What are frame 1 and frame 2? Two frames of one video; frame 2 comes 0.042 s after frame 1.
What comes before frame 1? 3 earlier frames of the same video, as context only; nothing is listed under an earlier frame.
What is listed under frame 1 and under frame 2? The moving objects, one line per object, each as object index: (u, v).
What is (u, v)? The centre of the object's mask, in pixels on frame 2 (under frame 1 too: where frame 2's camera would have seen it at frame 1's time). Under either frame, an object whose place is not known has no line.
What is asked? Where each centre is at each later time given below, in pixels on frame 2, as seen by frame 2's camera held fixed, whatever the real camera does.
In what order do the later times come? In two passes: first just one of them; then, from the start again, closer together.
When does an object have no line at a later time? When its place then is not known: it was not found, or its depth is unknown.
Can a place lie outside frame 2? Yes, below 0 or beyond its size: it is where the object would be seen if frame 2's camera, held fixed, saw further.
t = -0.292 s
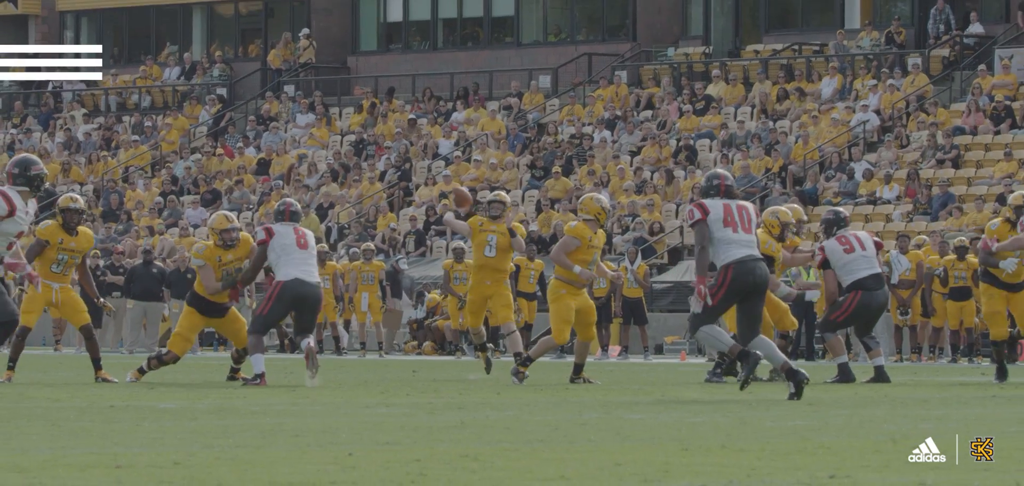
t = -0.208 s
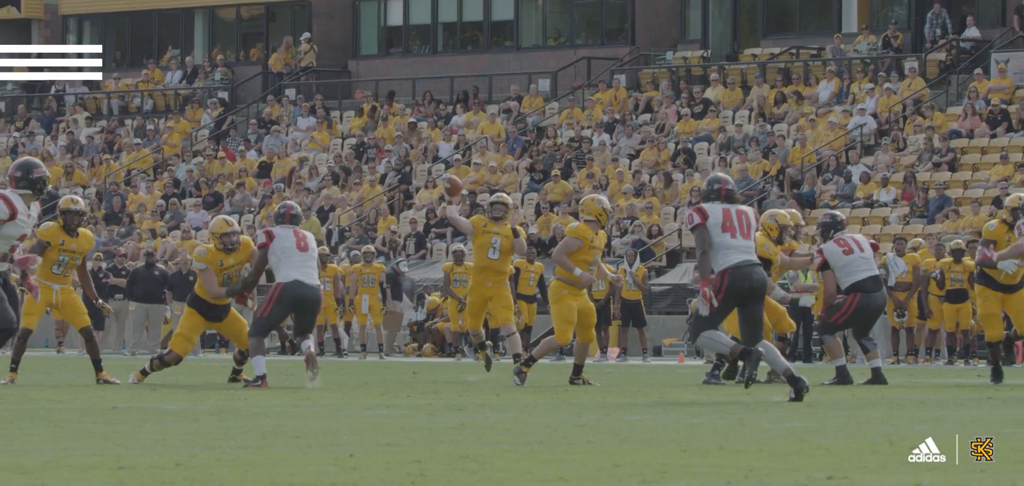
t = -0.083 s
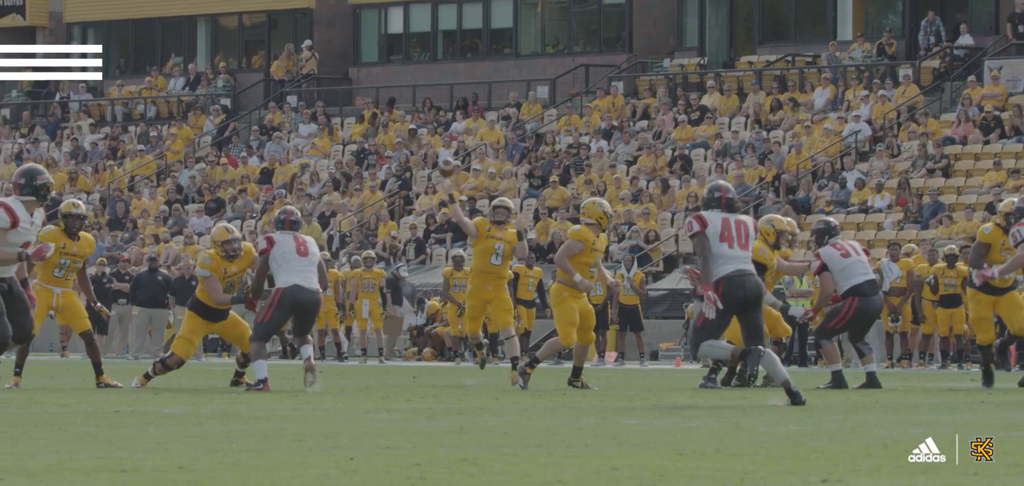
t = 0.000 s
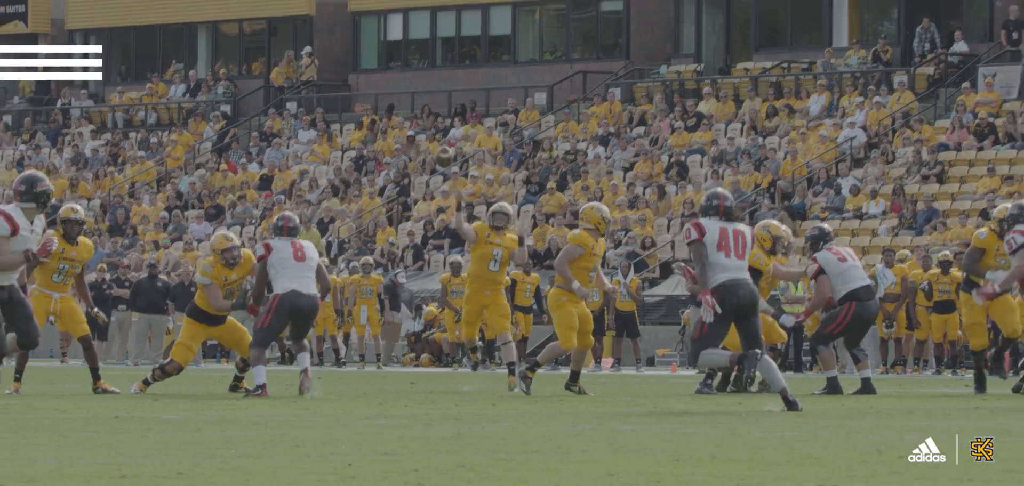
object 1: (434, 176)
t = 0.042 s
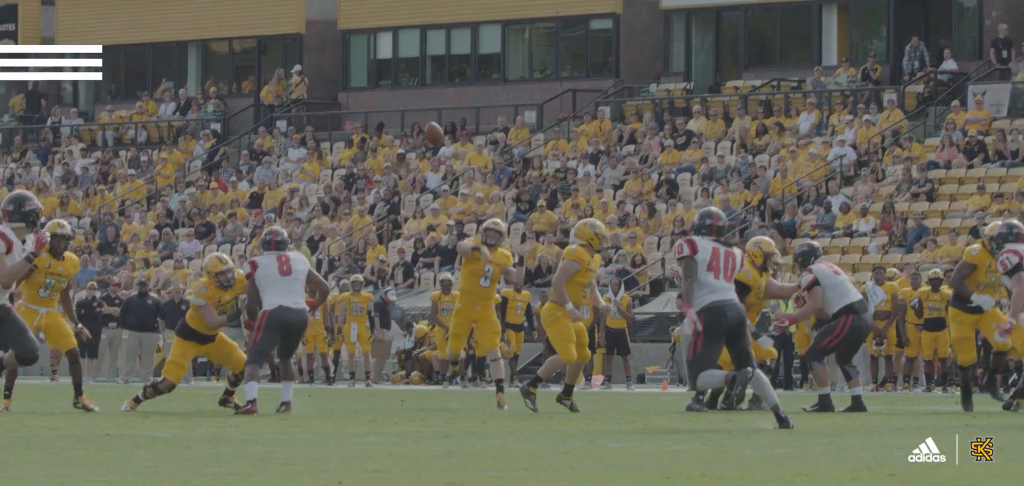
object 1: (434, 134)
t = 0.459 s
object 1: (424, -224)
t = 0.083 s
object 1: (434, 101)
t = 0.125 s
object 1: (434, 60)
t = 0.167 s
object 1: (434, 28)
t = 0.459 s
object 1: (424, -224)
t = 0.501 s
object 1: (421, -255)
